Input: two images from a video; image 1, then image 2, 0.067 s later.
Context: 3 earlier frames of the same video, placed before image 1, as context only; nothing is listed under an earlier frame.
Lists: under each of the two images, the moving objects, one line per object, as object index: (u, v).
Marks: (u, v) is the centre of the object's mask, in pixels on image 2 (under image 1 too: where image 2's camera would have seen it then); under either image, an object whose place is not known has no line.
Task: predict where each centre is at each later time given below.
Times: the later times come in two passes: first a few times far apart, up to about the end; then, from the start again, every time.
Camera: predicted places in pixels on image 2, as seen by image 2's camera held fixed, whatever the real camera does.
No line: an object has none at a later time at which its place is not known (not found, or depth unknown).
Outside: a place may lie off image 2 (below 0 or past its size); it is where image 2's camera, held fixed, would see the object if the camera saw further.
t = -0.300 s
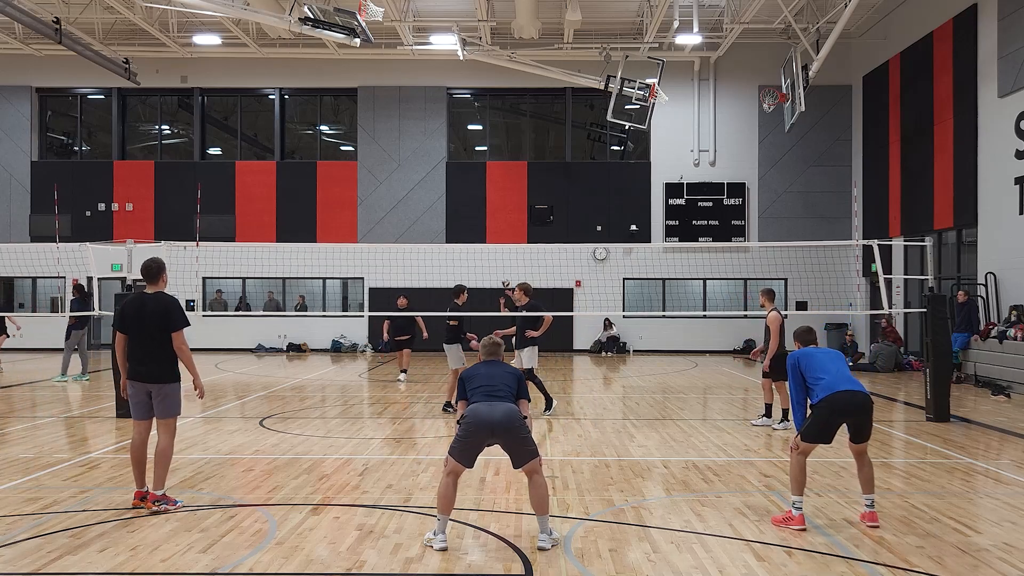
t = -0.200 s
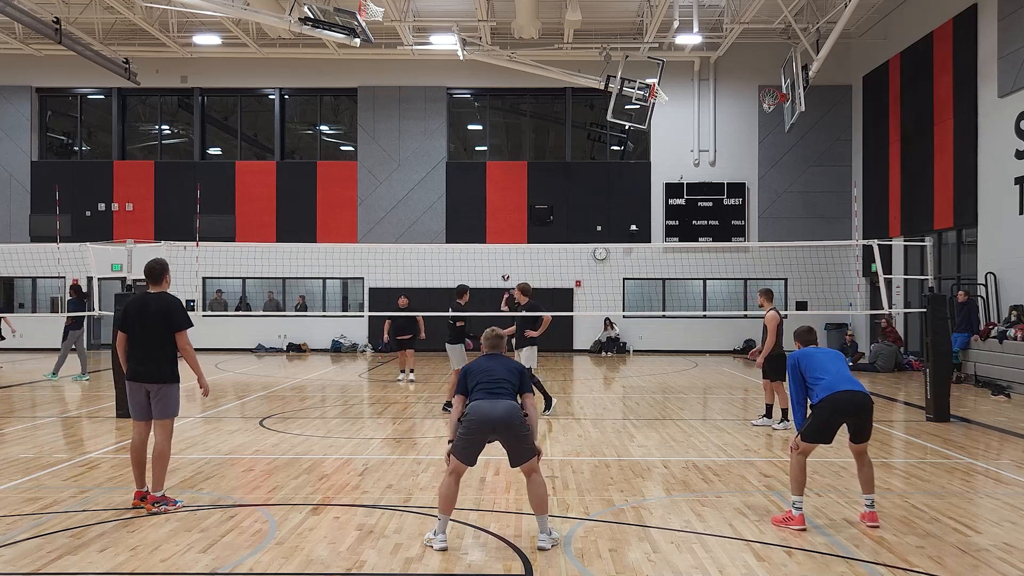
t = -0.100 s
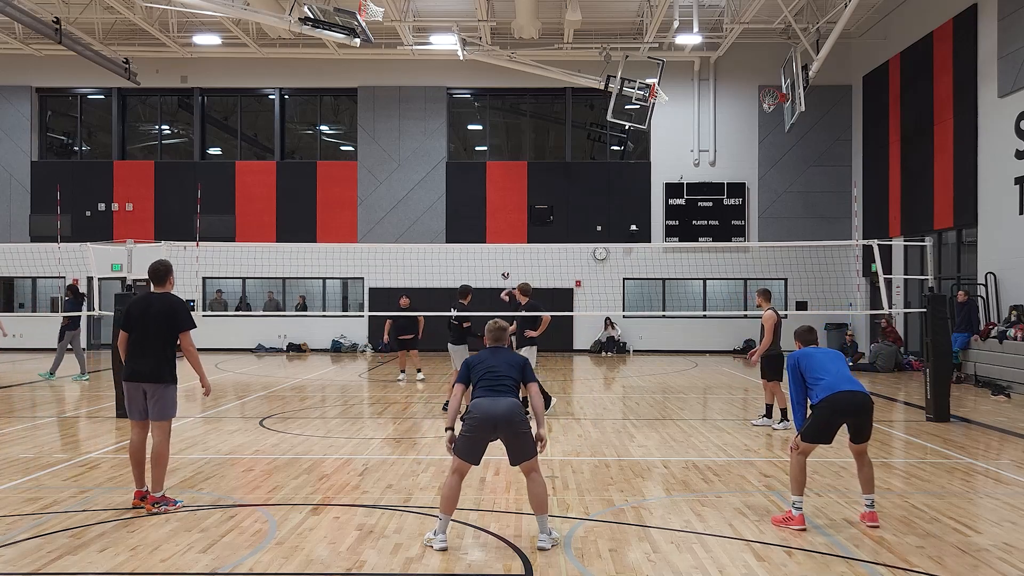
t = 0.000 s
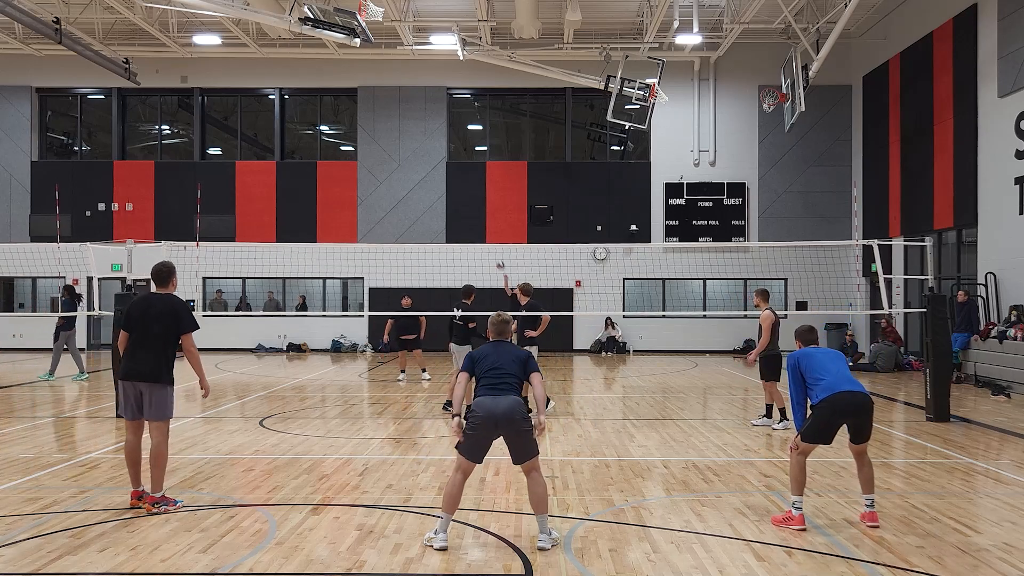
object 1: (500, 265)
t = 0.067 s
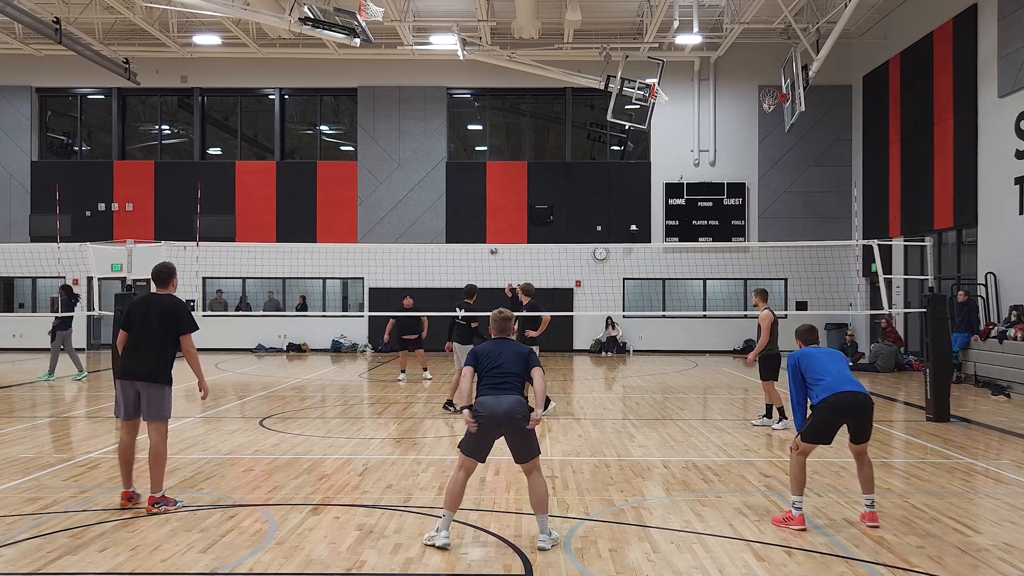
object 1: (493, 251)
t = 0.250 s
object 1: (474, 215)
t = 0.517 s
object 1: (447, 180)
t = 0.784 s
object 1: (406, 174)
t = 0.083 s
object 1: (492, 247)
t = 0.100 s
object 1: (490, 241)
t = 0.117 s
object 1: (488, 239)
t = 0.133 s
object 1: (486, 236)
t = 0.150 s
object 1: (484, 233)
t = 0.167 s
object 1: (483, 230)
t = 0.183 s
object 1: (481, 227)
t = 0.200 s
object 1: (480, 224)
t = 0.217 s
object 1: (478, 221)
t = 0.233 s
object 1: (476, 218)
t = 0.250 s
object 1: (474, 215)
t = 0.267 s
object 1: (472, 212)
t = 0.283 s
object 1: (470, 209)
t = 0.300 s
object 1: (469, 207)
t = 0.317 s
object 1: (467, 204)
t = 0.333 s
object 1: (465, 202)
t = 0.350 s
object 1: (464, 199)
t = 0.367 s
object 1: (462, 197)
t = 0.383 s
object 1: (460, 195)
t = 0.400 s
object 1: (459, 193)
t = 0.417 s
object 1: (457, 191)
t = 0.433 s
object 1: (455, 189)
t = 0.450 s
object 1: (453, 187)
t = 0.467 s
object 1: (452, 186)
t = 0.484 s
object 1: (450, 184)
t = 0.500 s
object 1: (448, 182)
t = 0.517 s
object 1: (447, 180)
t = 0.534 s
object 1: (445, 179)
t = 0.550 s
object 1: (443, 177)
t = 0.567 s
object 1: (440, 176)
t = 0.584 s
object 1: (438, 175)
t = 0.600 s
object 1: (436, 174)
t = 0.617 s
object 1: (434, 173)
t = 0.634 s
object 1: (431, 172)
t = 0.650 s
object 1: (429, 172)
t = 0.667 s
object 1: (426, 172)
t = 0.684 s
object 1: (424, 171)
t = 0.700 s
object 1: (421, 171)
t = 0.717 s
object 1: (418, 172)
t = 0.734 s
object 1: (415, 172)
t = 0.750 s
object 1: (412, 172)
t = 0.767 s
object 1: (409, 174)
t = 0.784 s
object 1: (406, 174)
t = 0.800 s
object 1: (403, 176)
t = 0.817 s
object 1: (400, 178)
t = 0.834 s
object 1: (397, 180)
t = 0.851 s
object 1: (393, 182)
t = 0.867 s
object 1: (390, 185)
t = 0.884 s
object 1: (386, 188)
